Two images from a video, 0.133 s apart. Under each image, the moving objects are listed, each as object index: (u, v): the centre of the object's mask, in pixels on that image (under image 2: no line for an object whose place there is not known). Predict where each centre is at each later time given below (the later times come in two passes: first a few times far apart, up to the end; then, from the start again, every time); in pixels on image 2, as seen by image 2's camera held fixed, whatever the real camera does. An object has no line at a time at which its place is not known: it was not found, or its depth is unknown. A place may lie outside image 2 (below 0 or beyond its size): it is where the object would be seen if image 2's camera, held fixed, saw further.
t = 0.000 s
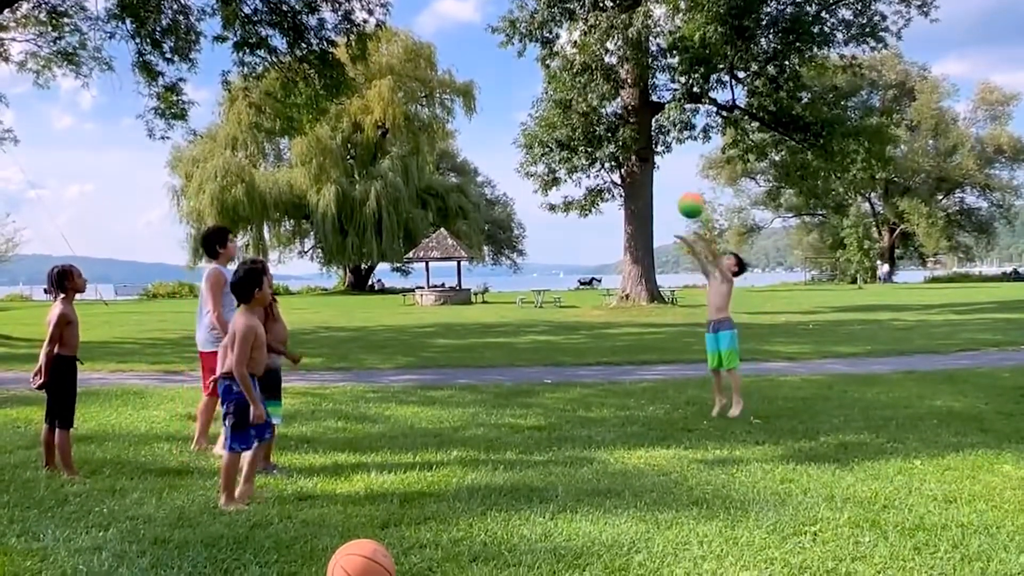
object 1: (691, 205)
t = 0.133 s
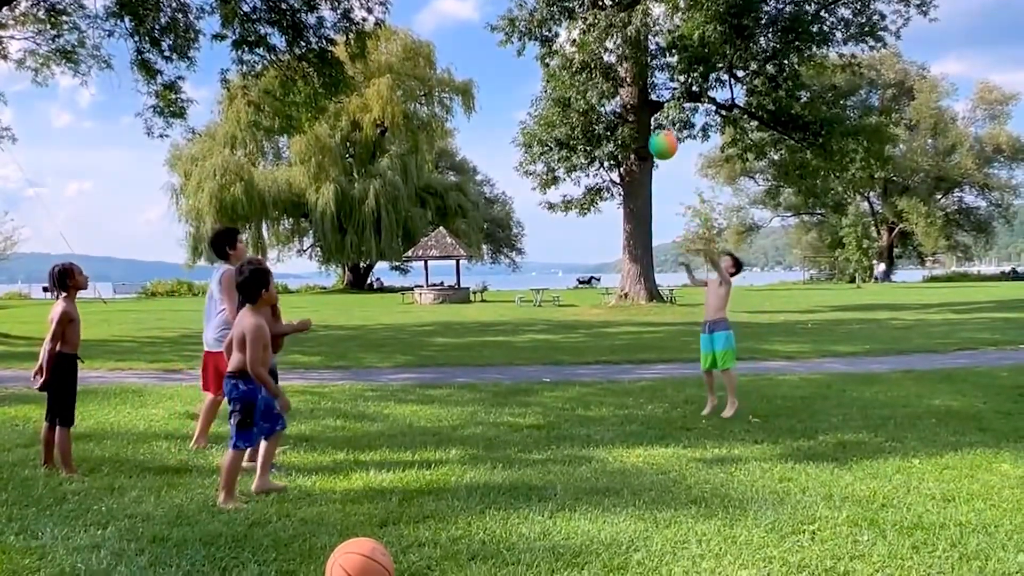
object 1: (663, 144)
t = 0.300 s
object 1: (632, 107)
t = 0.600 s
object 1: (587, 136)
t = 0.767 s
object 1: (569, 213)
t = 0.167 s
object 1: (657, 135)
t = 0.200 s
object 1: (651, 126)
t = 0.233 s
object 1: (644, 118)
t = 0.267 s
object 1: (639, 112)
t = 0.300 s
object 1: (632, 107)
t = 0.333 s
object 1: (627, 105)
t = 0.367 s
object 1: (622, 102)
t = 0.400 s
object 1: (617, 102)
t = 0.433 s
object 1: (611, 104)
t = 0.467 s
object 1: (606, 106)
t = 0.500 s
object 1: (600, 111)
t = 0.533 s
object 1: (596, 117)
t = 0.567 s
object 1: (591, 125)
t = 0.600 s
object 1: (587, 136)
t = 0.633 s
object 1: (582, 148)
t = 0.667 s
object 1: (579, 161)
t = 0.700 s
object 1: (575, 178)
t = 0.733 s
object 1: (572, 195)
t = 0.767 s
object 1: (569, 213)
